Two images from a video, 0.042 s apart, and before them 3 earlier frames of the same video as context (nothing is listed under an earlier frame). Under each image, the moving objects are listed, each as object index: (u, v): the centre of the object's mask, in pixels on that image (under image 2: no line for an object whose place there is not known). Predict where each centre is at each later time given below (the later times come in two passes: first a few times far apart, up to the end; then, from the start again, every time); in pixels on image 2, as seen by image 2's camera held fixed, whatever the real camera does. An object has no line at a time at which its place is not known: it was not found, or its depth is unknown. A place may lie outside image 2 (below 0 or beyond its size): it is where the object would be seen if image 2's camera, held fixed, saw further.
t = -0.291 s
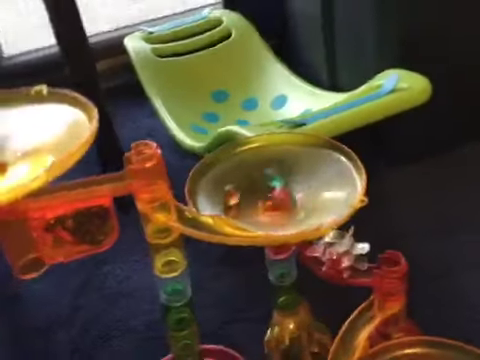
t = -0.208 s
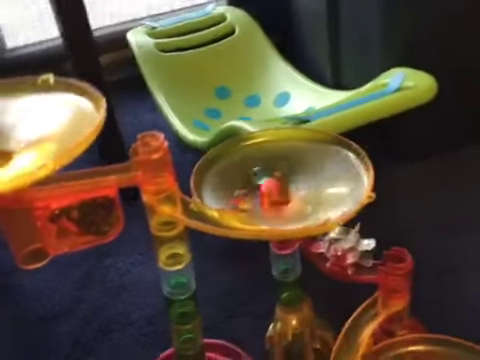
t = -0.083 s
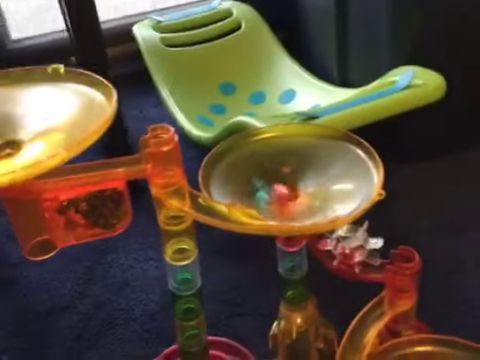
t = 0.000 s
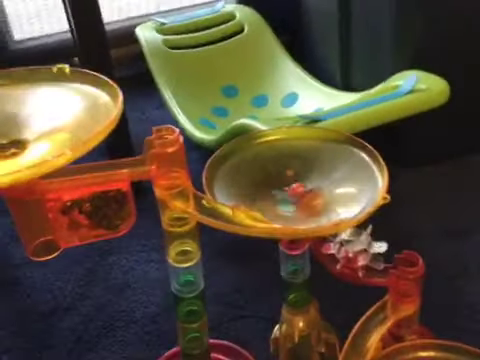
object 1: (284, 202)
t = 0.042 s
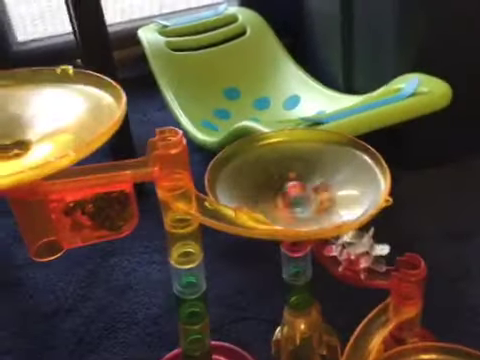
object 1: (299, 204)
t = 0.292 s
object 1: (298, 178)
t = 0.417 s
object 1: (275, 189)
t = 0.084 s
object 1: (310, 197)
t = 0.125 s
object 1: (317, 196)
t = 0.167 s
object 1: (320, 192)
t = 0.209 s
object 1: (318, 188)
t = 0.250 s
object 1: (310, 181)
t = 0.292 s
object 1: (298, 178)
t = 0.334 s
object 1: (286, 180)
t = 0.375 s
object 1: (280, 184)
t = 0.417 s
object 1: (275, 189)
